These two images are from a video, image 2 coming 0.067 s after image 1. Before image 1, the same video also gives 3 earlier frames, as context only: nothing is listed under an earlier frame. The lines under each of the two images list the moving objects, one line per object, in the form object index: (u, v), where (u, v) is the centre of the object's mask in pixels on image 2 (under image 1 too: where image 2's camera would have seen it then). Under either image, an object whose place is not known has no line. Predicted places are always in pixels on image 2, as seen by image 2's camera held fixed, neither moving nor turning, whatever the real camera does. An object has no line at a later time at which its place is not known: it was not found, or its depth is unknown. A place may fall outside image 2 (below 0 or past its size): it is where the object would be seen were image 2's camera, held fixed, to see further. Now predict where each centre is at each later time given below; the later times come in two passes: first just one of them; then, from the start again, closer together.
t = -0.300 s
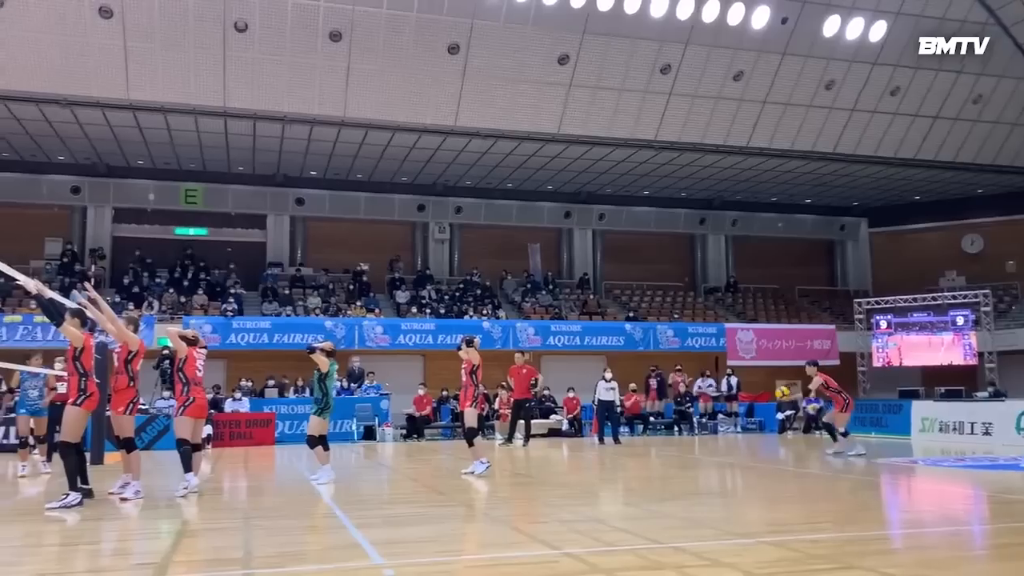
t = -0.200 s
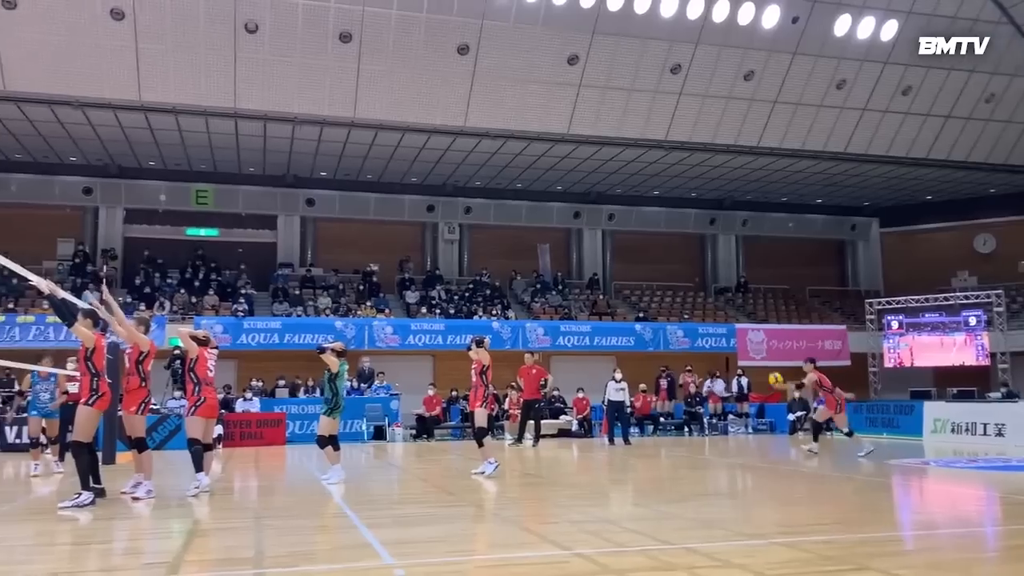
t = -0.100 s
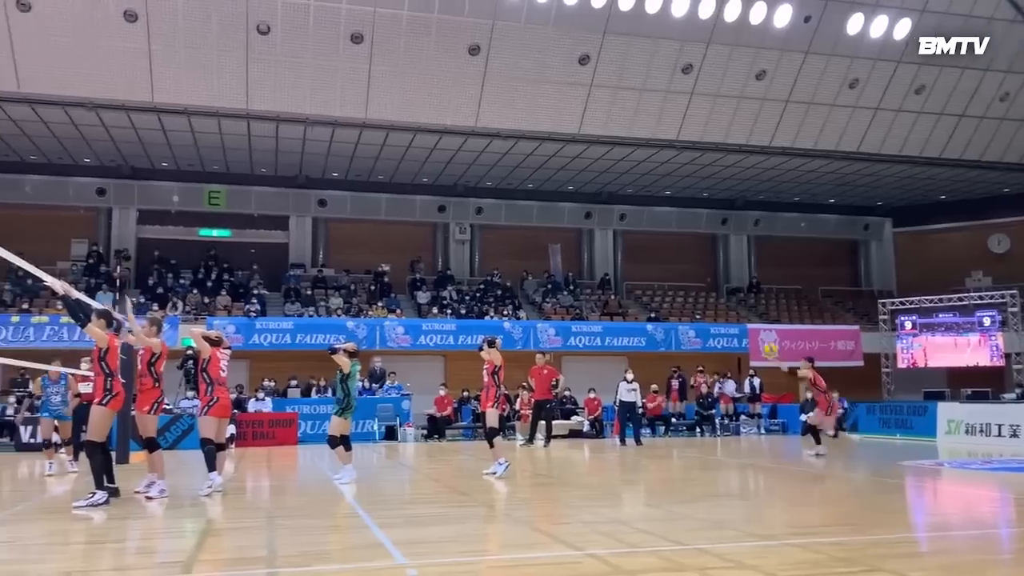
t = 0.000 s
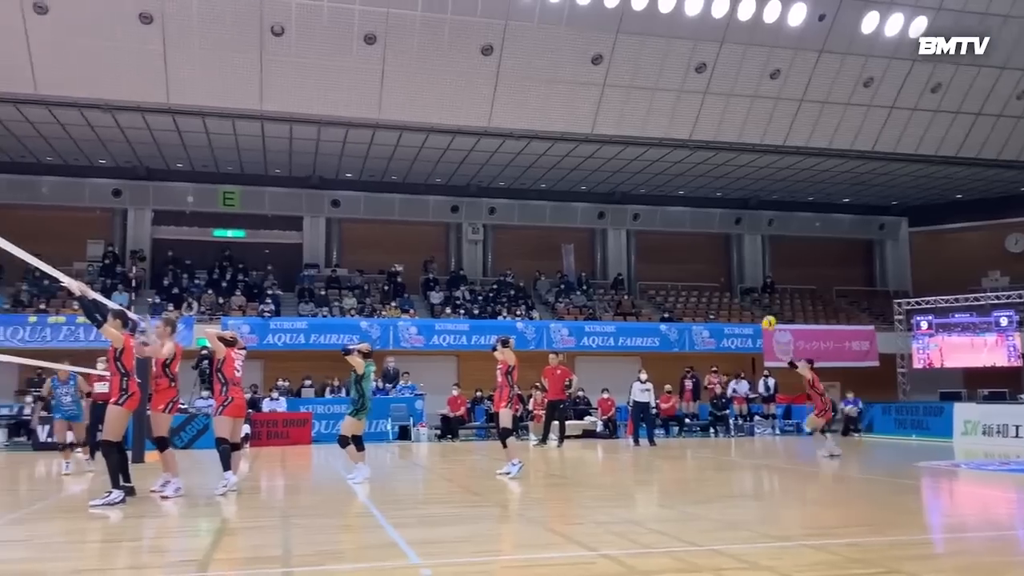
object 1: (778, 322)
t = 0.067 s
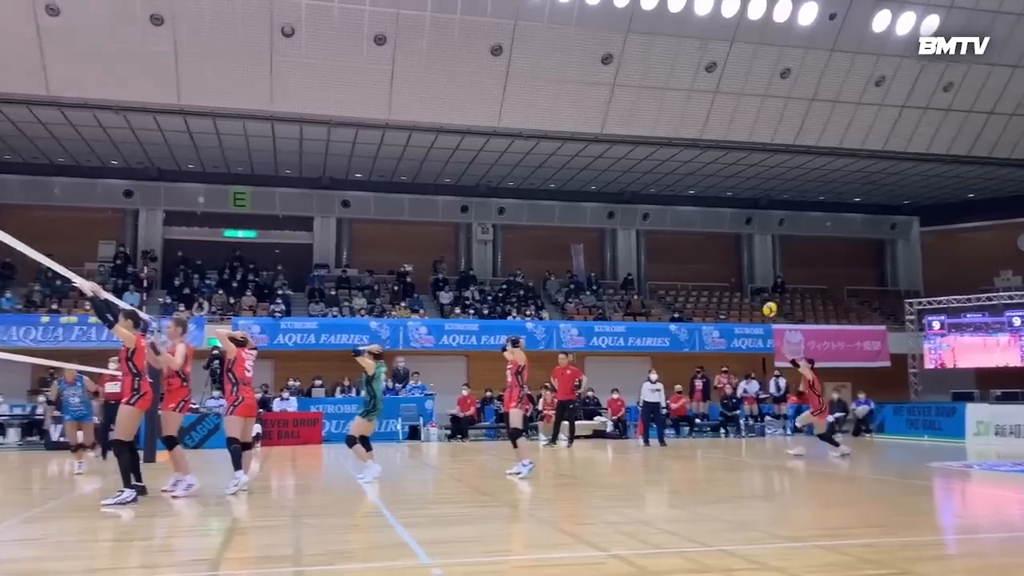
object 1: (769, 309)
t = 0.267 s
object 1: (744, 285)
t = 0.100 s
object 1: (765, 303)
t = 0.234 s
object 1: (749, 287)
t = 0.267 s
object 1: (744, 285)
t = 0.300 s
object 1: (741, 284)
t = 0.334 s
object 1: (736, 283)
